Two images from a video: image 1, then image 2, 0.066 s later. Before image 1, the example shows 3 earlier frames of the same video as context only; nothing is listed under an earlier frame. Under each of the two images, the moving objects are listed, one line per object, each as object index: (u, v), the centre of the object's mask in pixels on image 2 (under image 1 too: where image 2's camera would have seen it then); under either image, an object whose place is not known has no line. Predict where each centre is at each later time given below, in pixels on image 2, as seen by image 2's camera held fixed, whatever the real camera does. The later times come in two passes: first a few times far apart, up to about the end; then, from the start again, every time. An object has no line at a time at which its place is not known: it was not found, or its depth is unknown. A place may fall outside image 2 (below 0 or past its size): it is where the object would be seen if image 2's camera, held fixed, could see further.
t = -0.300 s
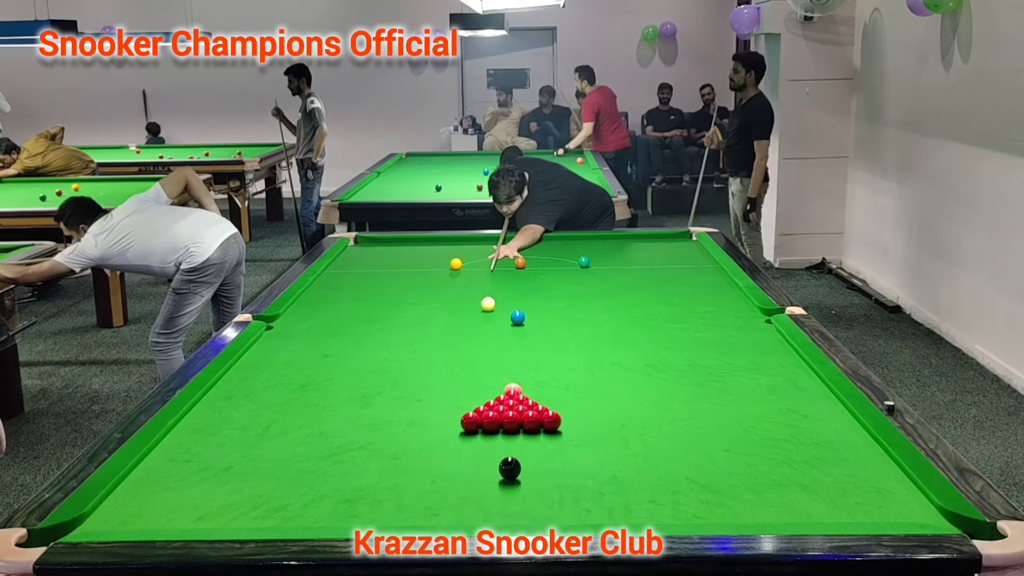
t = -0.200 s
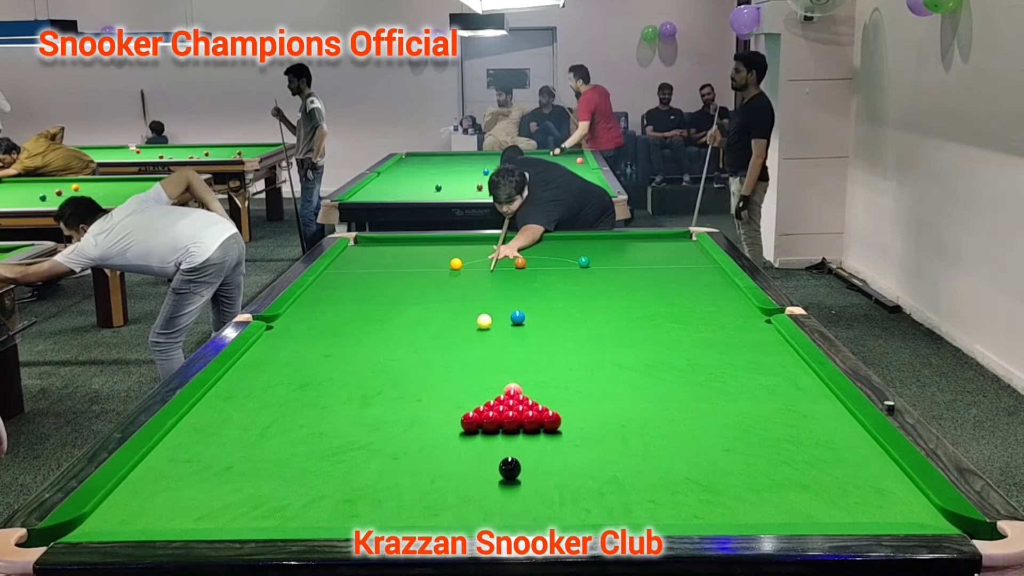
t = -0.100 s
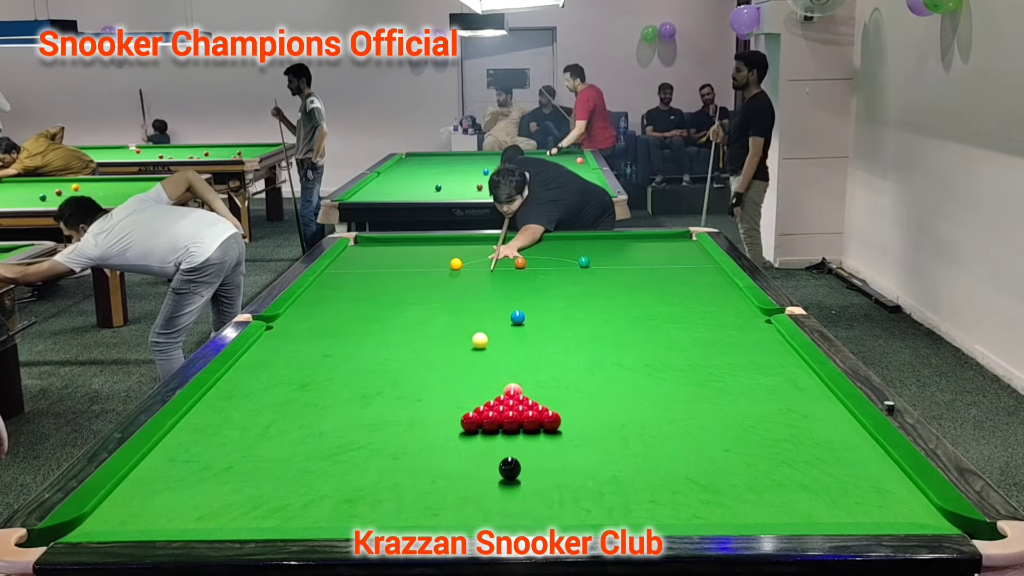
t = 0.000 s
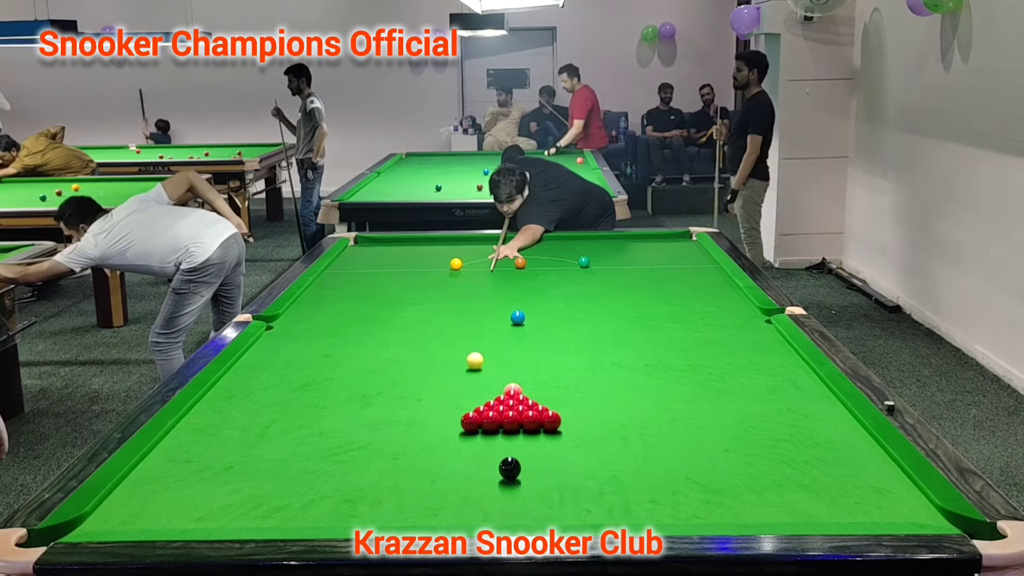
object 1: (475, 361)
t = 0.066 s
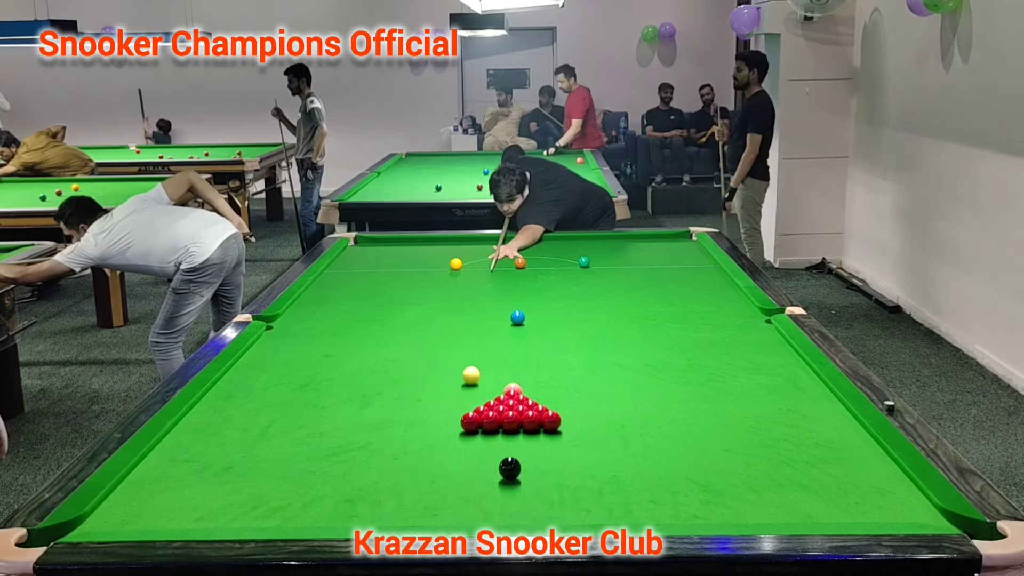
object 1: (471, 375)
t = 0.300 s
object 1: (430, 423)
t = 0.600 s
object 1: (304, 468)
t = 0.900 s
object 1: (156, 522)
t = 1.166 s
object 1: (162, 485)
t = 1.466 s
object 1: (255, 451)
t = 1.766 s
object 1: (329, 423)
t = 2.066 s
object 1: (391, 399)
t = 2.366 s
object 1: (444, 380)
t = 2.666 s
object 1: (489, 363)
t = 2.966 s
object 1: (528, 348)
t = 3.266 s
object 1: (561, 334)
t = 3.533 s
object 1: (588, 324)
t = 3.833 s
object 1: (615, 314)
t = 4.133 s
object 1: (638, 305)
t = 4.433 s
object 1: (659, 297)
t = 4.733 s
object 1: (677, 290)
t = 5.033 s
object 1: (693, 283)
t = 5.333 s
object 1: (708, 278)
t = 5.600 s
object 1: (719, 273)
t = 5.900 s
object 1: (712, 269)
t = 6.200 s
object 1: (703, 266)
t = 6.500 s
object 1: (695, 263)
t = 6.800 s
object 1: (688, 261)
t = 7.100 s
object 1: (682, 259)
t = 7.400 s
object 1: (677, 257)
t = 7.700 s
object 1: (673, 256)
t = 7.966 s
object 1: (670, 255)
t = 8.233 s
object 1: (668, 255)
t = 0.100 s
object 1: (469, 383)
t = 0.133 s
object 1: (467, 391)
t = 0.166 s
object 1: (465, 399)
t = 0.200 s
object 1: (462, 407)
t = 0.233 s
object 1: (457, 415)
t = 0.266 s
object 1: (444, 420)
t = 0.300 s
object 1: (430, 423)
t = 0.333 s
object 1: (415, 427)
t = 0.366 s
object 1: (402, 431)
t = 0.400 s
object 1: (388, 436)
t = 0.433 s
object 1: (374, 440)
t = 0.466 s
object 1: (360, 445)
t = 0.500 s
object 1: (346, 451)
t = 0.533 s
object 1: (332, 456)
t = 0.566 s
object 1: (318, 462)
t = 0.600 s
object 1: (304, 468)
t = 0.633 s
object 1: (289, 474)
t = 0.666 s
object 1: (273, 481)
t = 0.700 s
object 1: (258, 487)
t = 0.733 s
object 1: (242, 493)
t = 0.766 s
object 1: (225, 501)
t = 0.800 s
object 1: (208, 508)
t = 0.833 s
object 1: (190, 515)
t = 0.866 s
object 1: (173, 520)
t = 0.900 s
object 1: (156, 522)
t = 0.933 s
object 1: (146, 518)
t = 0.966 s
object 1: (134, 515)
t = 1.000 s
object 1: (124, 510)
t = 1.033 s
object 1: (113, 505)
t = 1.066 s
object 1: (115, 500)
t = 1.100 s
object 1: (132, 495)
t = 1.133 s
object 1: (148, 490)
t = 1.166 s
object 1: (162, 485)
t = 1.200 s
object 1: (175, 481)
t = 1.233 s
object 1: (187, 476)
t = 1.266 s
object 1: (198, 473)
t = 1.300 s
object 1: (208, 469)
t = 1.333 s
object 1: (218, 465)
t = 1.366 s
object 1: (227, 461)
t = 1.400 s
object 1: (237, 458)
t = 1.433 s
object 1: (246, 454)
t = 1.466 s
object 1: (255, 451)
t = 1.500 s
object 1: (264, 448)
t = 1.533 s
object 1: (273, 444)
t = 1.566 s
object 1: (281, 441)
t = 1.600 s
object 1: (290, 438)
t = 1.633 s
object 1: (298, 435)
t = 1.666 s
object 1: (306, 432)
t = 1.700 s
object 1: (313, 429)
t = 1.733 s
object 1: (322, 426)
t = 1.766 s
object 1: (329, 423)
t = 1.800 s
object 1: (336, 420)
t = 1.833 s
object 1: (343, 417)
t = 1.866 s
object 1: (351, 415)
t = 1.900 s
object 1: (358, 412)
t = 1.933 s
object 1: (365, 409)
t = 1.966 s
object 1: (372, 406)
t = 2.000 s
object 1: (378, 404)
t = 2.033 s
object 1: (385, 402)
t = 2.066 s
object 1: (391, 399)
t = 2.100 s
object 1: (397, 397)
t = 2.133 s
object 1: (404, 395)
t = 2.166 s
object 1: (410, 392)
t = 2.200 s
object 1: (415, 390)
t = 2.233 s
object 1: (421, 388)
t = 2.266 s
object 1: (427, 386)
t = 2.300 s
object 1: (433, 383)
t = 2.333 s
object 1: (438, 381)
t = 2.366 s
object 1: (444, 380)
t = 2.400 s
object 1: (449, 378)
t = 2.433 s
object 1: (454, 375)
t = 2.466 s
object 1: (459, 373)
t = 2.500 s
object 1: (465, 371)
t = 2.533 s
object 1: (469, 370)
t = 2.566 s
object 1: (474, 368)
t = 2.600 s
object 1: (480, 366)
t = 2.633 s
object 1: (484, 364)
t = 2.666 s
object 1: (489, 363)
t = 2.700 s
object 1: (493, 361)
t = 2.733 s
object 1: (498, 359)
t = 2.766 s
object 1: (503, 357)
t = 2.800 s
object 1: (507, 355)
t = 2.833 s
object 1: (511, 354)
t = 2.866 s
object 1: (515, 352)
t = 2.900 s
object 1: (520, 351)
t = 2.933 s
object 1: (524, 349)
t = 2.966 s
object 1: (528, 348)
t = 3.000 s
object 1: (532, 346)
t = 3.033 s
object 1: (536, 344)
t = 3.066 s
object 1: (539, 343)
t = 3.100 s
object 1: (543, 342)
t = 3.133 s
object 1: (547, 340)
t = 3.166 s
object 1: (551, 339)
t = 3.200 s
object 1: (554, 337)
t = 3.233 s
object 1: (558, 336)
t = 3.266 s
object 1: (561, 334)
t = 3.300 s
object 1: (565, 333)
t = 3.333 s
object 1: (568, 332)
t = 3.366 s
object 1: (572, 330)
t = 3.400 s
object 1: (575, 329)
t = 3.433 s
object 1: (578, 328)
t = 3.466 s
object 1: (582, 327)
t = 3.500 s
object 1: (585, 326)
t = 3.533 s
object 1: (588, 324)
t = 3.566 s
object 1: (591, 323)
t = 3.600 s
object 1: (594, 322)
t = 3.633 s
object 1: (597, 321)
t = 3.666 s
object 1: (600, 320)
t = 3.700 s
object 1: (603, 318)
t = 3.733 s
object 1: (606, 317)
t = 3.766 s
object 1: (609, 316)
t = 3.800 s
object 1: (612, 315)
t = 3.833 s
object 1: (615, 314)
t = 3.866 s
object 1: (617, 313)
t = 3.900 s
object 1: (620, 312)
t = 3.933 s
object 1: (623, 311)
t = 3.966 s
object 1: (626, 310)
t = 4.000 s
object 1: (628, 309)
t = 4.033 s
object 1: (631, 308)
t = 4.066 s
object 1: (633, 307)
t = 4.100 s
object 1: (636, 306)
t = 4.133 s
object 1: (638, 305)
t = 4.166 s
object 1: (641, 304)
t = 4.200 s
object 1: (643, 303)
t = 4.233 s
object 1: (645, 302)
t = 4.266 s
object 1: (648, 301)
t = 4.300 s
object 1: (650, 300)
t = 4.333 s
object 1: (652, 299)
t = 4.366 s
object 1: (655, 299)
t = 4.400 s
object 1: (657, 298)
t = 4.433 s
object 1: (659, 297)
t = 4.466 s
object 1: (661, 296)
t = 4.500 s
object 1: (663, 295)
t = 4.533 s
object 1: (665, 295)
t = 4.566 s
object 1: (667, 294)
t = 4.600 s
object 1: (669, 293)
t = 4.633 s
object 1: (671, 292)
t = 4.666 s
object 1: (673, 291)
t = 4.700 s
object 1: (675, 291)
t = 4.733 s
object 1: (677, 290)
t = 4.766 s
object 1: (679, 289)
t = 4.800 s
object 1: (681, 288)
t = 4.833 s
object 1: (683, 287)
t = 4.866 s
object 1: (685, 287)
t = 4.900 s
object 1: (686, 286)
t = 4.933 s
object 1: (688, 285)
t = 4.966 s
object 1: (690, 285)
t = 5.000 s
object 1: (692, 284)
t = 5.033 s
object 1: (693, 283)
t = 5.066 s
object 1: (695, 283)
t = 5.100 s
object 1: (697, 282)
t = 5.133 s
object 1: (698, 281)
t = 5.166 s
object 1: (700, 281)
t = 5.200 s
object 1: (702, 280)
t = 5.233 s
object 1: (703, 279)
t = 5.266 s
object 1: (705, 279)
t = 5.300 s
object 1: (706, 278)
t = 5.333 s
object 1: (708, 278)
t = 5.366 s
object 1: (709, 277)
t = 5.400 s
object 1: (711, 276)
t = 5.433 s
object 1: (712, 276)
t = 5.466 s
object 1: (714, 275)
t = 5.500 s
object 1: (715, 275)
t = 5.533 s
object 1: (716, 274)
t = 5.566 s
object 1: (718, 274)
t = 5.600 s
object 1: (719, 273)
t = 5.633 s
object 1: (720, 273)
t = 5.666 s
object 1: (720, 272)
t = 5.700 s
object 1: (718, 272)
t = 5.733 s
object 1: (717, 271)
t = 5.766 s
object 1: (716, 271)
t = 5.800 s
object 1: (715, 270)
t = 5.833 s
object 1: (714, 270)
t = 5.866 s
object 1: (713, 270)
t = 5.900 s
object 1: (712, 269)
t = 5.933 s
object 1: (710, 269)
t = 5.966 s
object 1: (709, 268)
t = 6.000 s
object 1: (708, 268)
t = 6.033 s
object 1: (707, 268)
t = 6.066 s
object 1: (706, 267)
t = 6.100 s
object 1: (706, 267)
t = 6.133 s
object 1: (705, 267)
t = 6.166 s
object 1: (704, 267)
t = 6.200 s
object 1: (703, 266)
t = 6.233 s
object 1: (702, 266)
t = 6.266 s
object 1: (701, 265)
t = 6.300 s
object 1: (700, 265)
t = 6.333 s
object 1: (699, 265)
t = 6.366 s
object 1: (698, 264)
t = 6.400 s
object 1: (697, 264)
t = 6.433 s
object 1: (697, 264)
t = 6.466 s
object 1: (696, 264)
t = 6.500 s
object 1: (695, 263)
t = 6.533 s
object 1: (694, 263)
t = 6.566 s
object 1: (693, 263)
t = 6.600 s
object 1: (693, 262)
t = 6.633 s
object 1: (692, 262)
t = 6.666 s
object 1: (691, 262)
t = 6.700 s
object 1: (690, 262)
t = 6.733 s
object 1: (689, 262)
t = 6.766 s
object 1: (689, 261)
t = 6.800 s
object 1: (688, 261)
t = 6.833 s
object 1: (687, 260)
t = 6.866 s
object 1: (687, 260)
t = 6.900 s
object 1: (686, 260)
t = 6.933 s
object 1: (685, 260)
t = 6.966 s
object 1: (684, 260)
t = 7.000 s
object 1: (684, 259)
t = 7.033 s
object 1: (684, 259)
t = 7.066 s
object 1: (683, 259)
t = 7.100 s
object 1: (682, 259)
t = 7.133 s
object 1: (682, 259)
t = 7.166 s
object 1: (681, 258)
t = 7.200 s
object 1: (680, 258)
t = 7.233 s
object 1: (680, 258)
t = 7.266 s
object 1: (679, 258)
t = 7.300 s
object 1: (679, 258)
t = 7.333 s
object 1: (678, 257)
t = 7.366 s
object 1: (678, 257)
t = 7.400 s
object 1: (677, 257)
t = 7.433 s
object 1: (677, 257)
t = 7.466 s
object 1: (676, 257)
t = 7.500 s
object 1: (676, 257)
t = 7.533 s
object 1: (675, 257)
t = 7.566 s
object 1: (675, 256)
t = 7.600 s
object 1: (674, 256)
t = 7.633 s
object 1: (674, 256)
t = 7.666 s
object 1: (673, 256)
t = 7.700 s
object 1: (673, 256)
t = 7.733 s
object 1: (673, 256)
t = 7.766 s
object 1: (672, 256)
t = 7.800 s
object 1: (672, 256)
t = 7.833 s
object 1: (671, 256)
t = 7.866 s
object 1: (671, 255)
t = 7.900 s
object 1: (671, 255)
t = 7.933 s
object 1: (671, 255)
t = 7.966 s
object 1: (670, 255)
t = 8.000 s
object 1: (670, 255)
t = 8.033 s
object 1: (669, 255)
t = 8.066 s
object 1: (669, 255)
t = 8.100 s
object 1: (669, 255)
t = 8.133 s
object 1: (669, 255)
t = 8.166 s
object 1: (668, 254)
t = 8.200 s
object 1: (668, 254)
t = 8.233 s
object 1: (668, 255)
